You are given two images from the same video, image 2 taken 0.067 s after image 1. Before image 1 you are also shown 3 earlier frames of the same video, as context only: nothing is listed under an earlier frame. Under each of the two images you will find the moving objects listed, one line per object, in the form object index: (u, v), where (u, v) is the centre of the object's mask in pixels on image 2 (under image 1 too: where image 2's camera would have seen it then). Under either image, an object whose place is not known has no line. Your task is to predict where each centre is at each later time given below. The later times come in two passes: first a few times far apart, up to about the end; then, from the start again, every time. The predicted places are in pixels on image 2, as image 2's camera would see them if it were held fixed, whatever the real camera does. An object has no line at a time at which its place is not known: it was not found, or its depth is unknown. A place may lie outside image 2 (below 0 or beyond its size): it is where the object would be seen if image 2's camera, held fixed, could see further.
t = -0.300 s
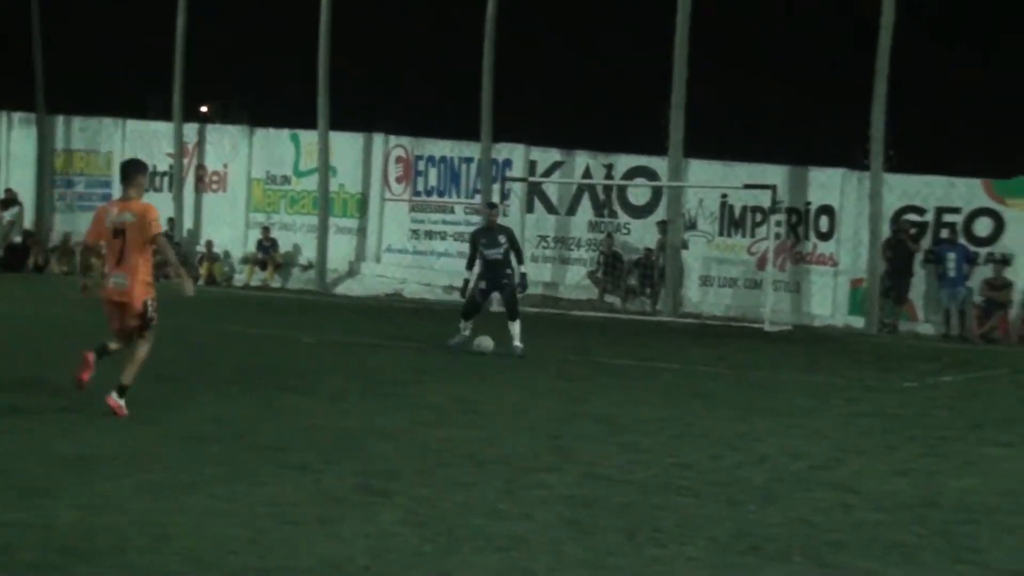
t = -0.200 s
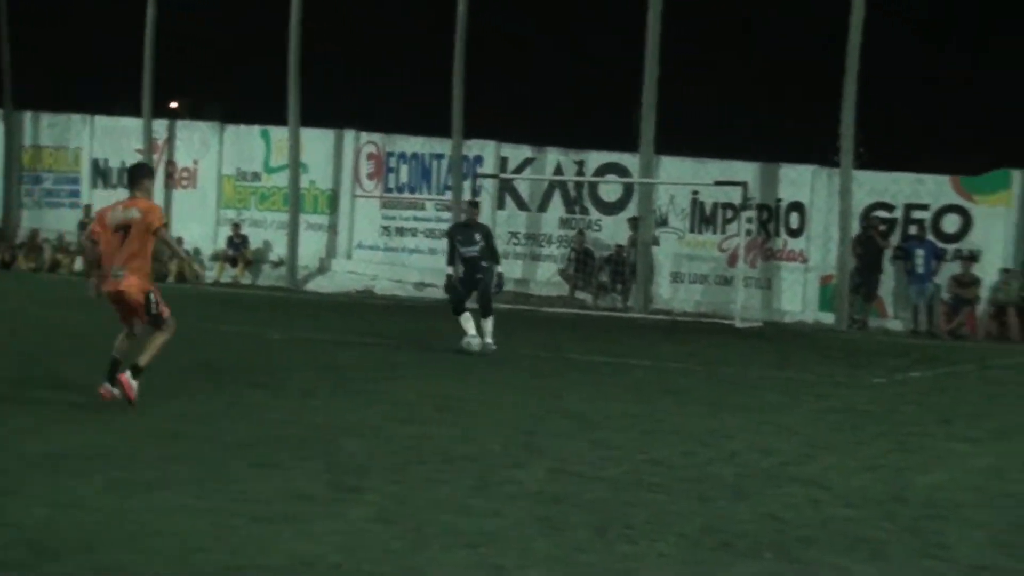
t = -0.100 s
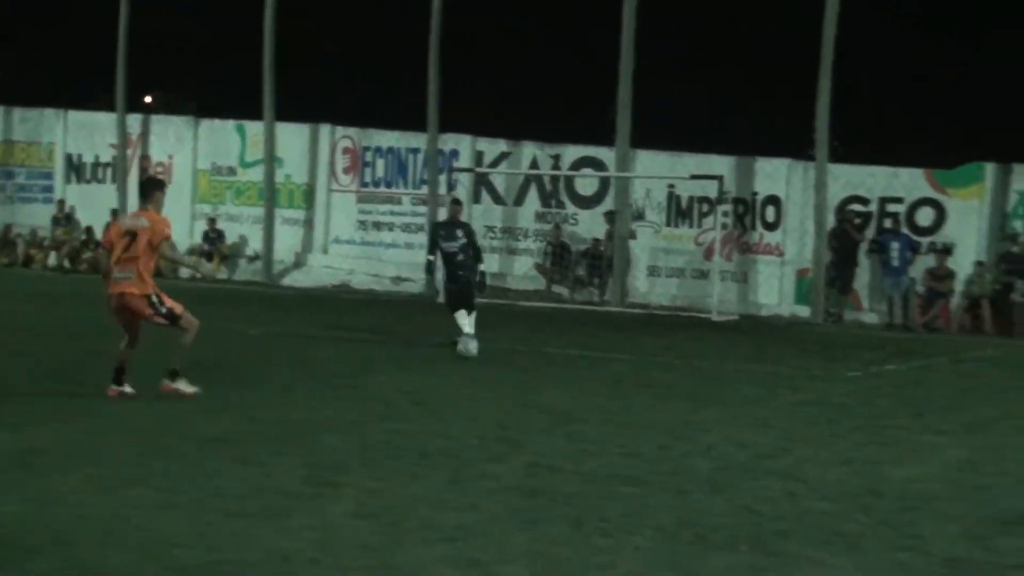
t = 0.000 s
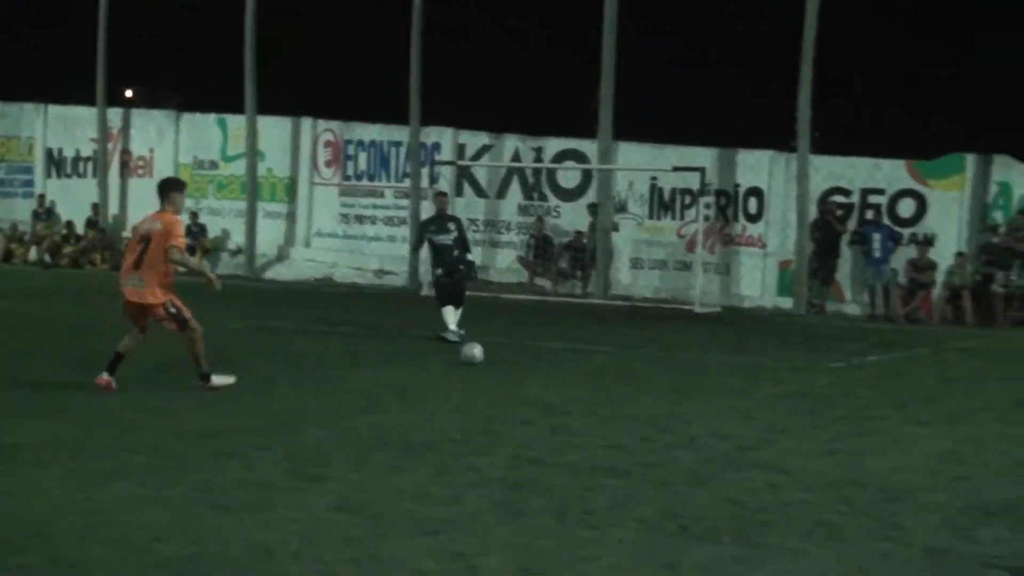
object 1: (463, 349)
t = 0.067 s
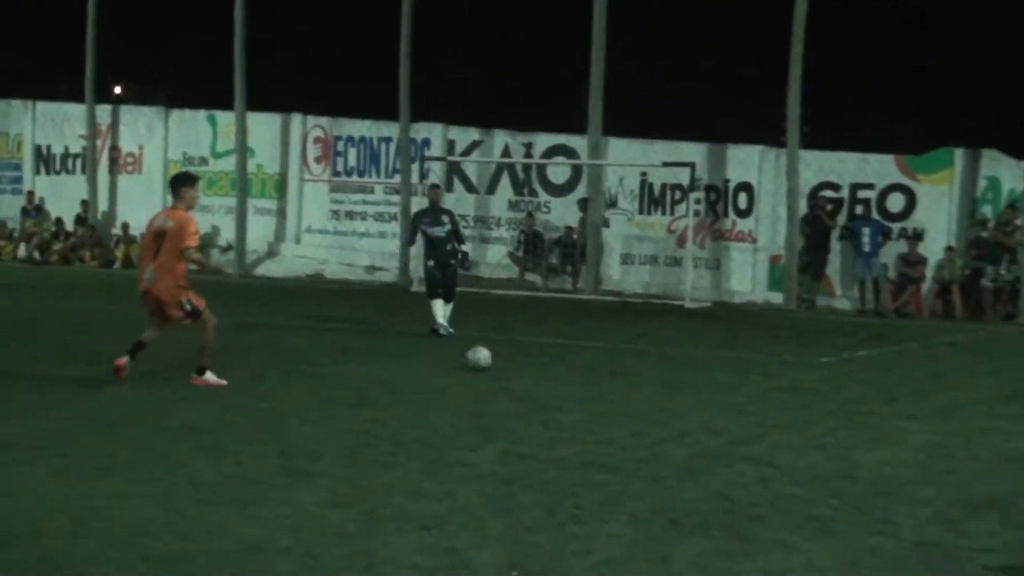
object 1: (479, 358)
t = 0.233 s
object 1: (521, 376)
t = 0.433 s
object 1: (582, 401)
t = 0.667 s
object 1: (664, 439)
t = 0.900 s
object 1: (764, 496)
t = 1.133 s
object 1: (908, 575)
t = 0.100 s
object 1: (487, 362)
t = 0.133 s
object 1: (495, 363)
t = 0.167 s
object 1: (504, 366)
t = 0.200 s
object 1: (512, 370)
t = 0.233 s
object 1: (521, 376)
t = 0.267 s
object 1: (531, 383)
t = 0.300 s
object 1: (540, 386)
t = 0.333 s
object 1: (551, 392)
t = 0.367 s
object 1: (561, 397)
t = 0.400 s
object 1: (572, 399)
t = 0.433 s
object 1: (582, 401)
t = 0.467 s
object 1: (593, 405)
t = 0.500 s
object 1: (604, 412)
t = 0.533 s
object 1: (615, 421)
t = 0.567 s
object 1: (629, 432)
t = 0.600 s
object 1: (641, 439)
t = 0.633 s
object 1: (653, 438)
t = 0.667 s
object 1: (664, 439)
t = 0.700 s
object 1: (677, 443)
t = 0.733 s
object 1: (689, 449)
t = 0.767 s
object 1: (703, 456)
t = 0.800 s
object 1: (717, 468)
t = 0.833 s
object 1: (732, 483)
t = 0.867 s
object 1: (748, 493)
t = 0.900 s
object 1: (764, 496)
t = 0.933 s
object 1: (781, 499)
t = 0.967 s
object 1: (800, 506)
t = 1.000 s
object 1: (819, 514)
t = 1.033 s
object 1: (838, 527)
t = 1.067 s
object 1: (860, 544)
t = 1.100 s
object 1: (883, 567)
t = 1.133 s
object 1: (908, 575)
